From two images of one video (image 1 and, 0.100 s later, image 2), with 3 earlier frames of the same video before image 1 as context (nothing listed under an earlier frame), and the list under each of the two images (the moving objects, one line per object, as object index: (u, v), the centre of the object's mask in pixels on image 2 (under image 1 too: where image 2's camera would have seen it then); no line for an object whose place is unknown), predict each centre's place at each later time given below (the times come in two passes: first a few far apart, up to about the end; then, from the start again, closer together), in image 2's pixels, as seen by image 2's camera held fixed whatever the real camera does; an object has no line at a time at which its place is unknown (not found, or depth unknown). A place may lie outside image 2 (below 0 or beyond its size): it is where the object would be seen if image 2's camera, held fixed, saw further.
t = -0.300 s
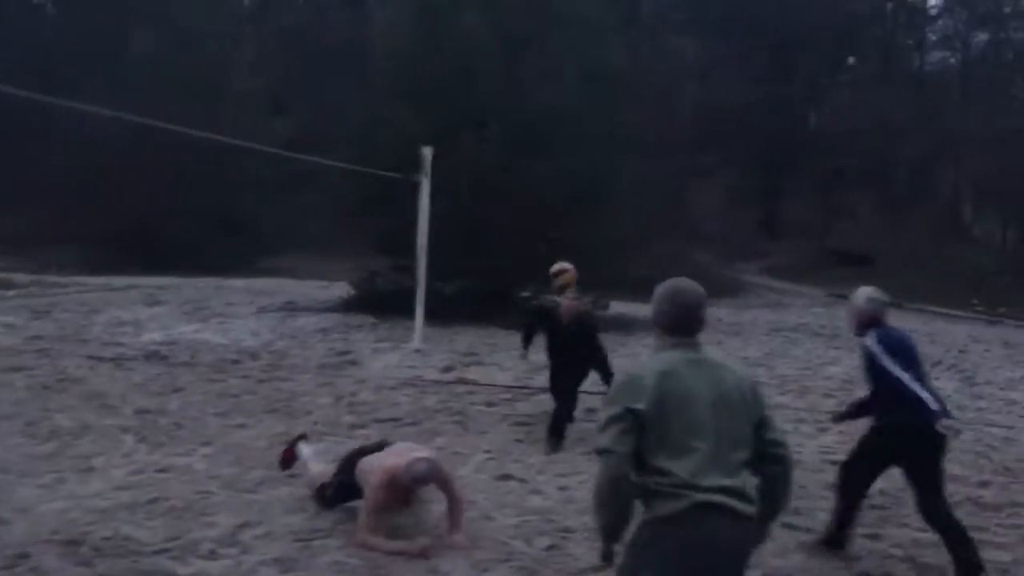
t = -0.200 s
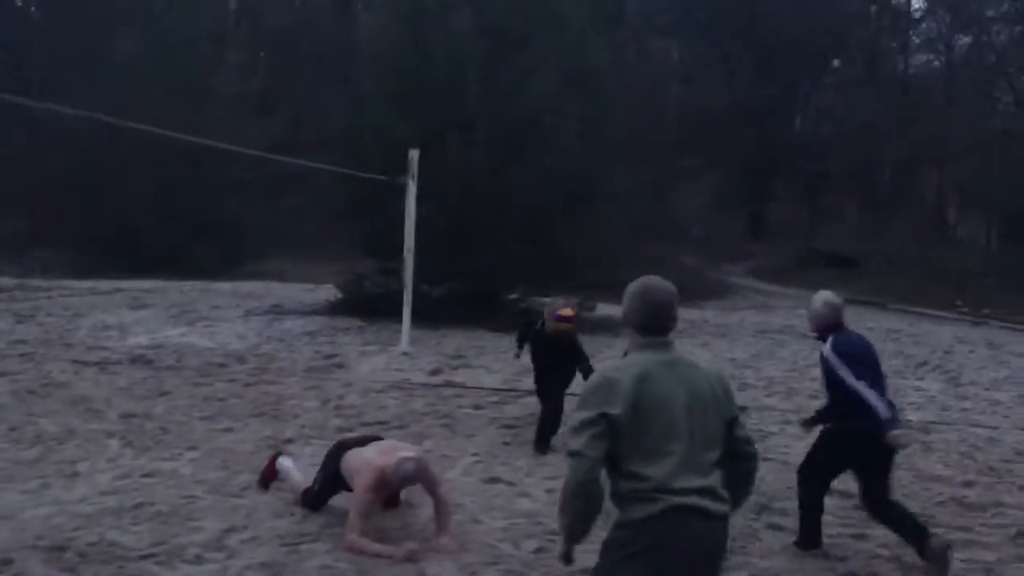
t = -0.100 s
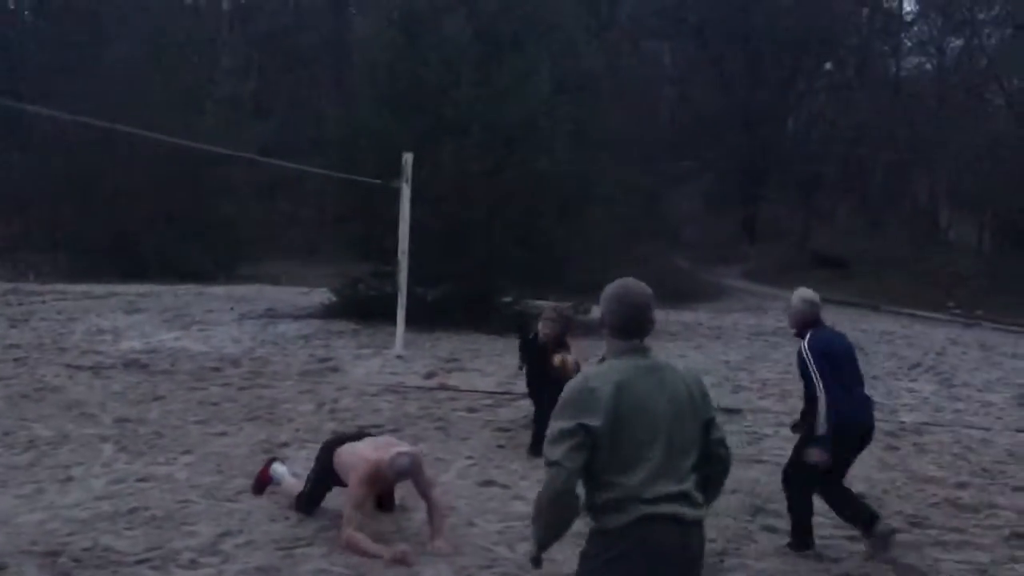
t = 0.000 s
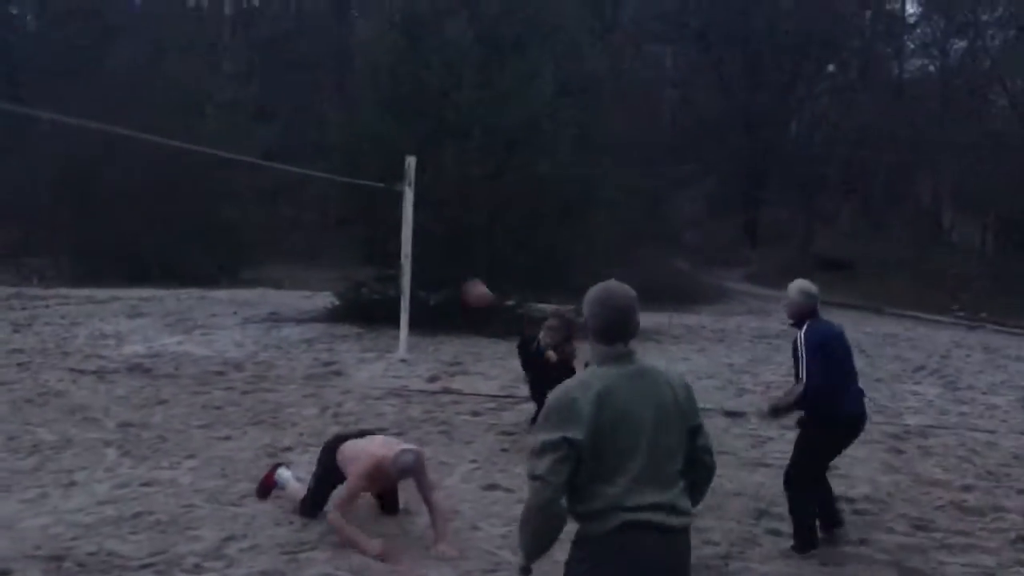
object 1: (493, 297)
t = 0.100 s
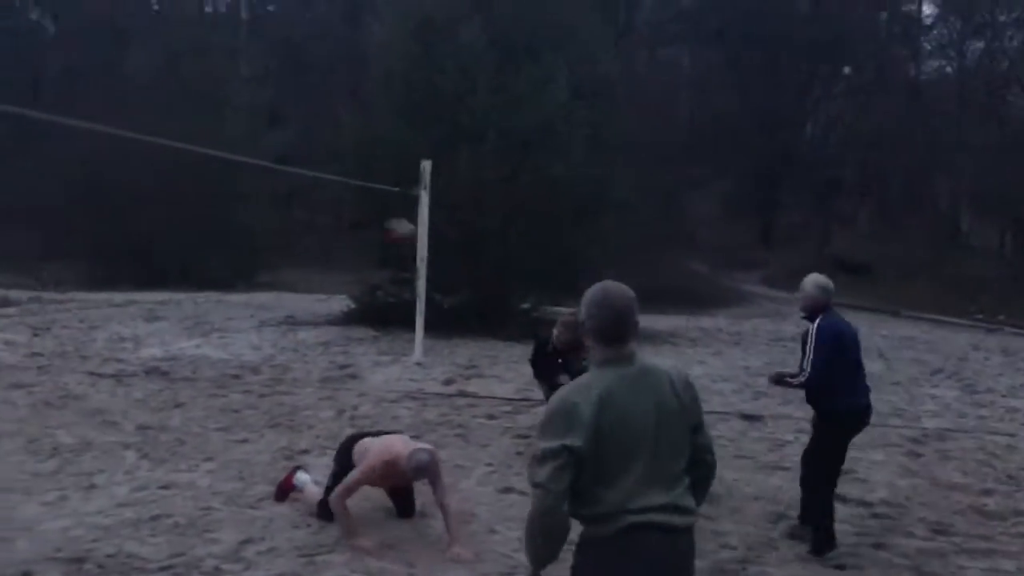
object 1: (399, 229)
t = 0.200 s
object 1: (314, 178)
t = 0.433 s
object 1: (261, 148)
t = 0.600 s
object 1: (236, 171)
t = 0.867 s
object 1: (188, 283)
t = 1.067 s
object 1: (141, 417)
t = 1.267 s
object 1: (124, 410)
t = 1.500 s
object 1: (113, 386)
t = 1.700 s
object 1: (99, 419)
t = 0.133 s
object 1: (372, 210)
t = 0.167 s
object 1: (343, 193)
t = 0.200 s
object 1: (314, 178)
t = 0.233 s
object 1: (285, 165)
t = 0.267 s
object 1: (277, 158)
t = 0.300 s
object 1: (274, 153)
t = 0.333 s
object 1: (272, 151)
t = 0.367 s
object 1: (266, 145)
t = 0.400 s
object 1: (265, 146)
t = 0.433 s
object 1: (261, 148)
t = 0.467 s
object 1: (259, 149)
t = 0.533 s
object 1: (248, 157)
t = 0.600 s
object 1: (236, 171)
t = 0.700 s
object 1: (215, 202)
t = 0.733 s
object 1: (211, 218)
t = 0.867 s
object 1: (188, 283)
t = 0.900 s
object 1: (183, 302)
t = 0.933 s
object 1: (178, 320)
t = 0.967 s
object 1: (167, 348)
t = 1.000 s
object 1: (157, 365)
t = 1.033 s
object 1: (148, 392)
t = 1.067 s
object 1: (141, 417)
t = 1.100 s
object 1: (136, 445)
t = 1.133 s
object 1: (129, 454)
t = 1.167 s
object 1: (129, 440)
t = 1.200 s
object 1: (126, 429)
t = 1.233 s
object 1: (126, 419)
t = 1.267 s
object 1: (124, 410)
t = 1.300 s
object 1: (123, 402)
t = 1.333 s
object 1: (122, 399)
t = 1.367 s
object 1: (120, 393)
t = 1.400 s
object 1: (116, 388)
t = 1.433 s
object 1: (115, 387)
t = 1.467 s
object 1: (114, 387)
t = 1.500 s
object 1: (113, 386)
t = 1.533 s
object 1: (111, 389)
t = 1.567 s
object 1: (109, 391)
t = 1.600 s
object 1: (107, 398)
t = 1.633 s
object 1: (104, 404)
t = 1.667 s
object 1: (101, 412)
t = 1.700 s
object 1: (99, 419)
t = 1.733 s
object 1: (96, 430)
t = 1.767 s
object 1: (93, 442)
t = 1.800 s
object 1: (89, 443)
